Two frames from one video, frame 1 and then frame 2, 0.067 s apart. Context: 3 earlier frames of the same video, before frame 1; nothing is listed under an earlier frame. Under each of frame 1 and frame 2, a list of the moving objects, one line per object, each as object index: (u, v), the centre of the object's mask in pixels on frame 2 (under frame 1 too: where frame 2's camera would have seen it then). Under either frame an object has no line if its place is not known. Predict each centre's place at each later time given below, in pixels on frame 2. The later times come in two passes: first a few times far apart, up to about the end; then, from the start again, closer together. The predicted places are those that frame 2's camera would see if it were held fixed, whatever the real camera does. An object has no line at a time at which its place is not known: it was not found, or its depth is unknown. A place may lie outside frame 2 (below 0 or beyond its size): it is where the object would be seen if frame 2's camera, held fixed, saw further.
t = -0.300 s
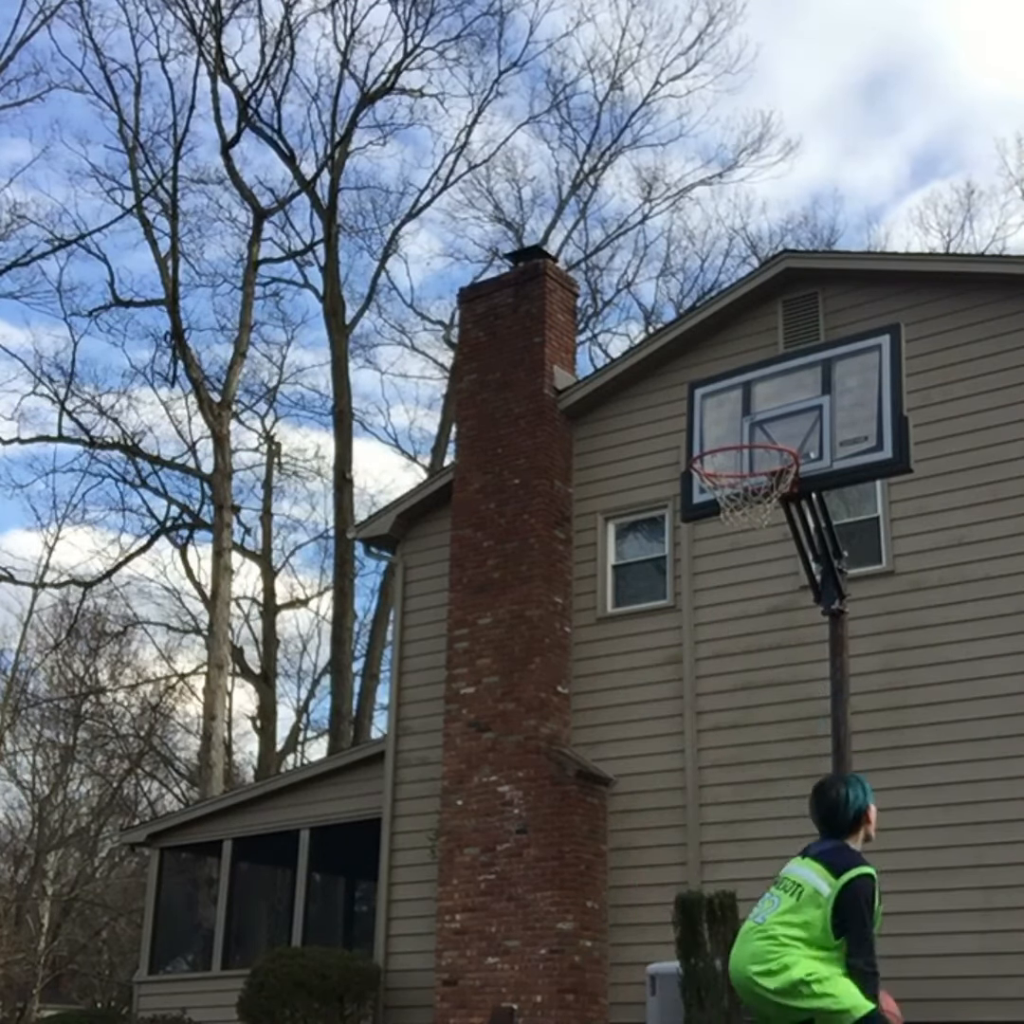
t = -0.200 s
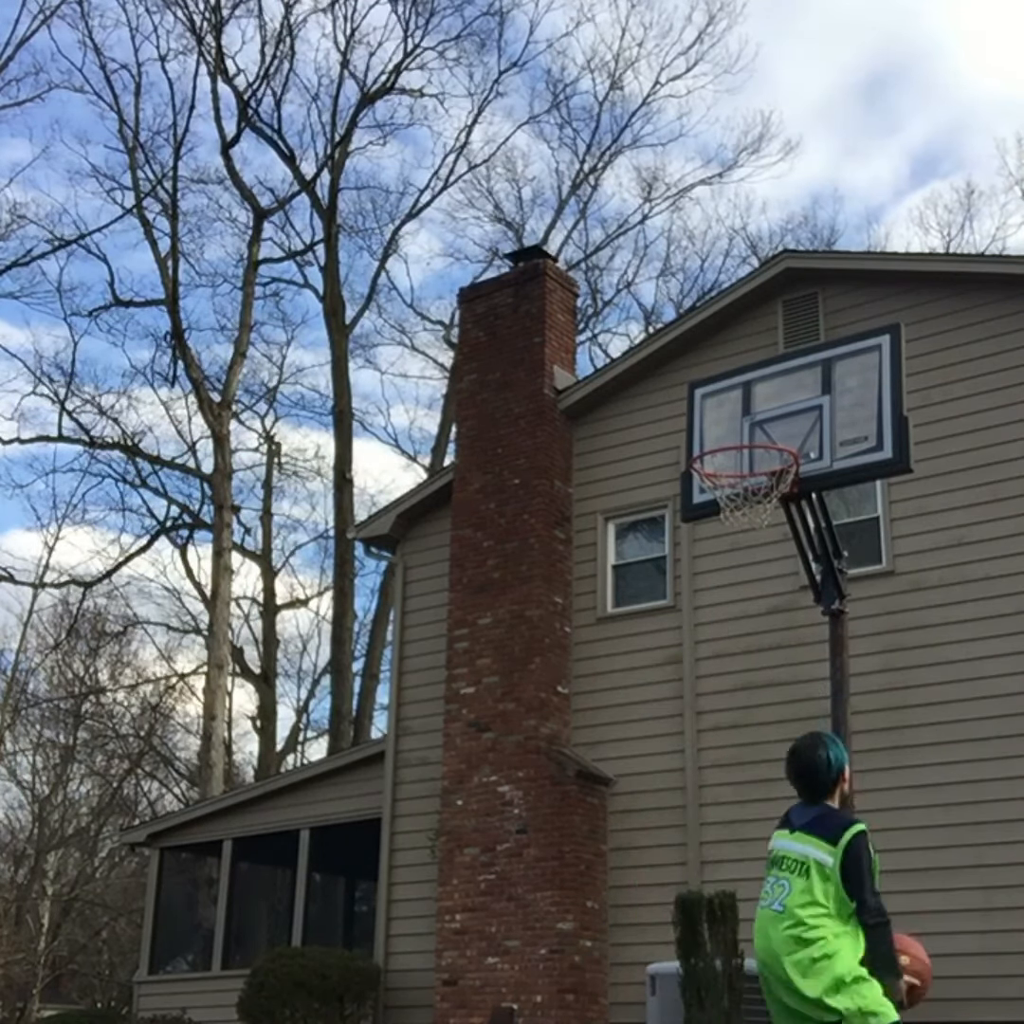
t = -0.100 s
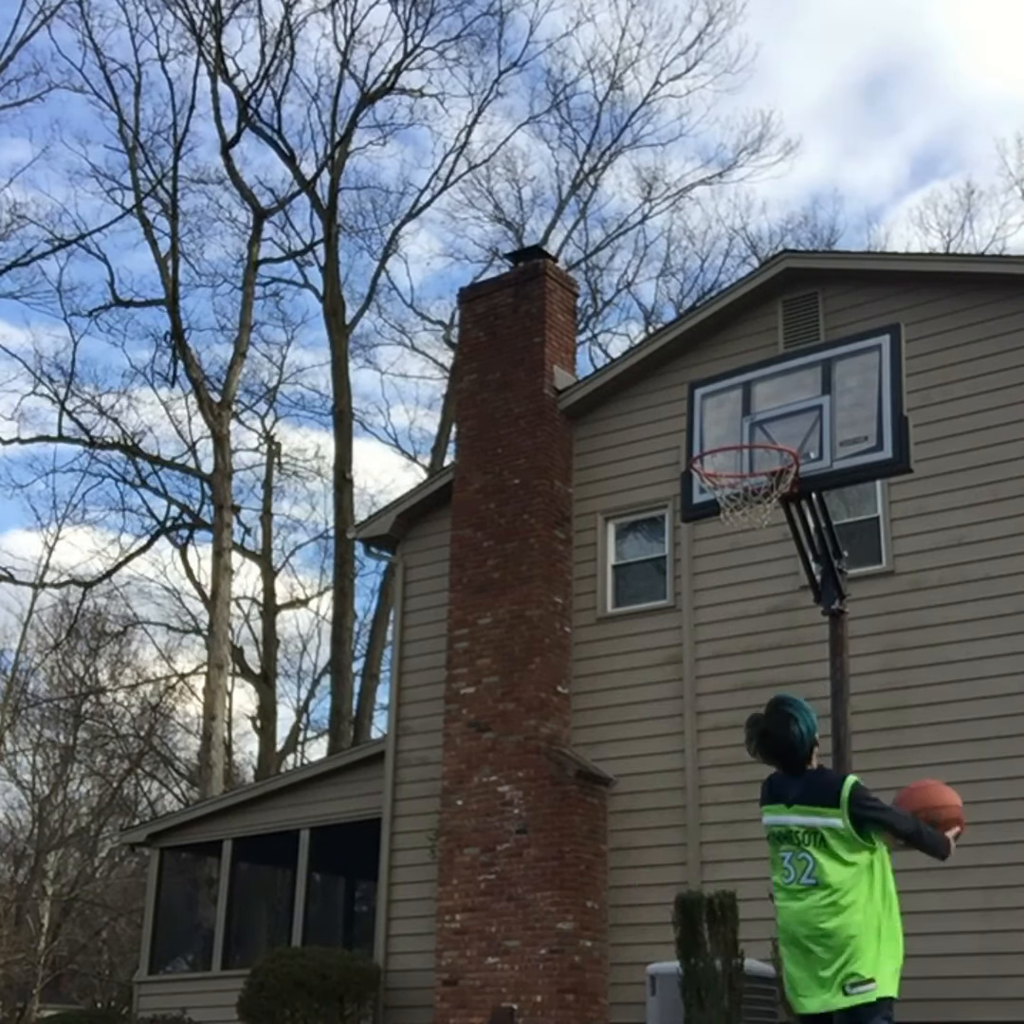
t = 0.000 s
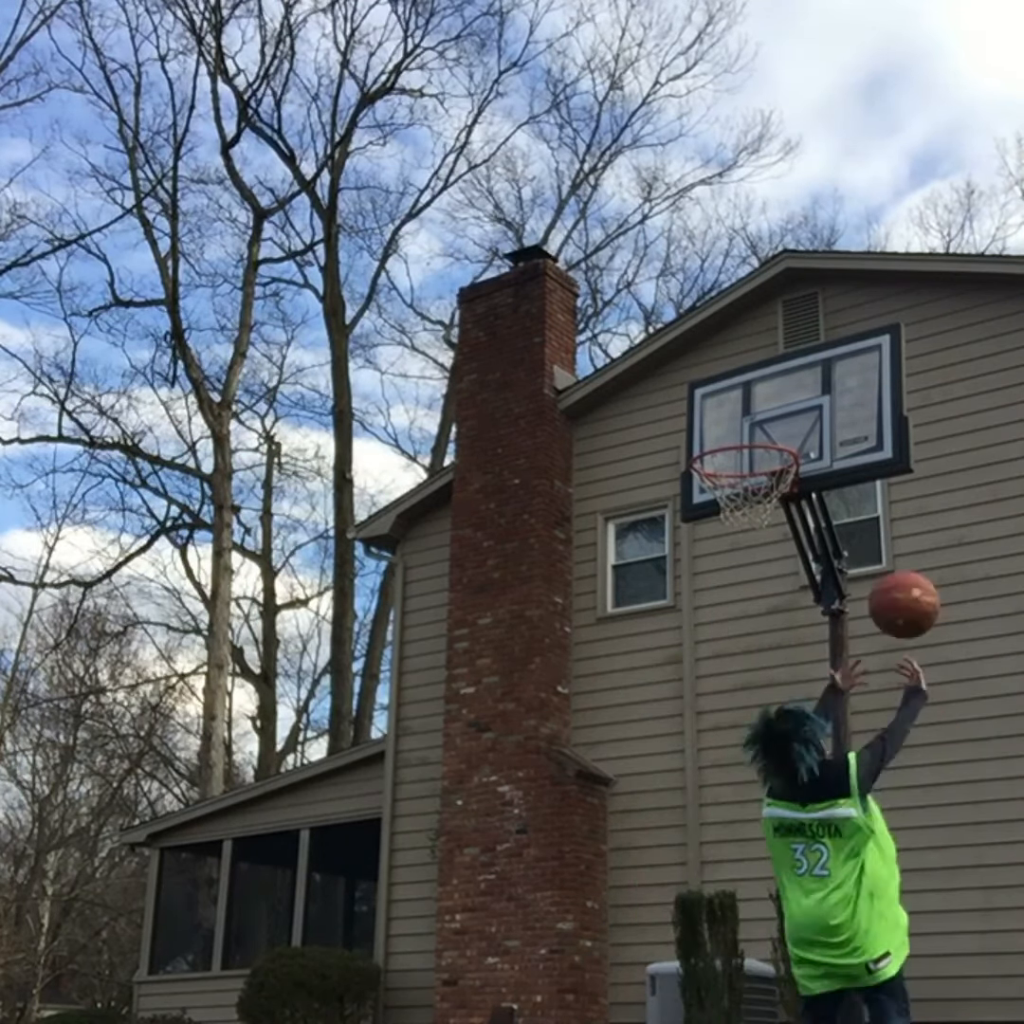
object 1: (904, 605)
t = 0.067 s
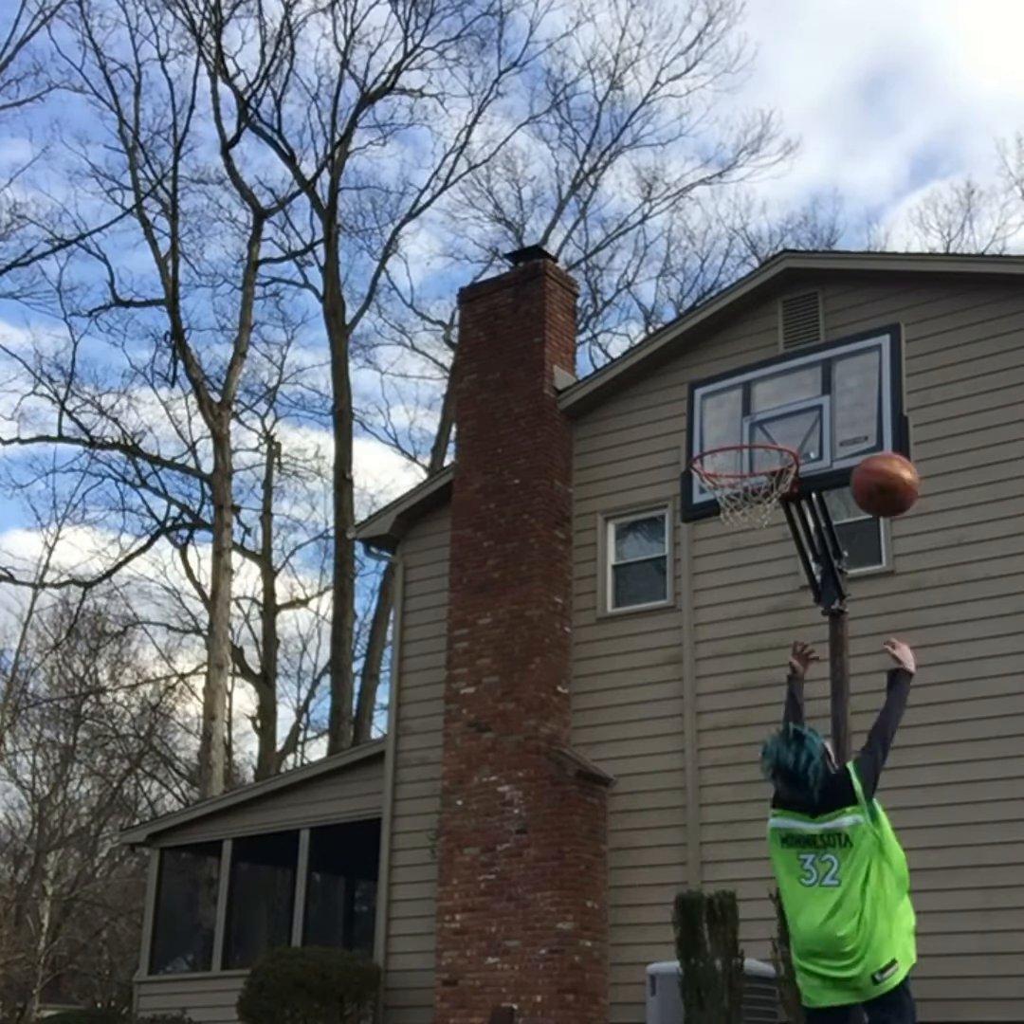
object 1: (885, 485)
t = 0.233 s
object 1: (843, 257)
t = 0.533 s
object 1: (782, 44)
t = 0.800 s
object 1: (738, 24)
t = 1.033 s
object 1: (704, 125)
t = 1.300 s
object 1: (667, 401)
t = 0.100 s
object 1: (877, 431)
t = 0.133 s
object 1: (867, 382)
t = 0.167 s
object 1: (859, 337)
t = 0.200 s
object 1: (851, 295)
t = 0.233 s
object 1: (843, 257)
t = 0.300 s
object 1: (828, 190)
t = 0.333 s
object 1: (821, 161)
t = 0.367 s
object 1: (815, 135)
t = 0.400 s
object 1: (808, 112)
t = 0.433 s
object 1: (801, 91)
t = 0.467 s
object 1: (795, 73)
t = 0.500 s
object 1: (788, 57)
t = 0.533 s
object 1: (782, 44)
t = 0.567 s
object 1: (776, 33)
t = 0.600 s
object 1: (770, 26)
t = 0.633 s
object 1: (764, 22)
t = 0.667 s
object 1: (759, 20)
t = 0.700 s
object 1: (753, 19)
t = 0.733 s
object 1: (748, 19)
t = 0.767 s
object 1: (743, 21)
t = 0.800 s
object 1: (738, 24)
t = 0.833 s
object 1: (733, 29)
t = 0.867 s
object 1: (728, 39)
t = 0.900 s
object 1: (723, 51)
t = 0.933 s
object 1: (719, 66)
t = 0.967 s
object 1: (714, 83)
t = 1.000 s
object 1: (709, 102)
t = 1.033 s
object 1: (704, 125)
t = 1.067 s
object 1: (700, 149)
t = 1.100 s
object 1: (695, 176)
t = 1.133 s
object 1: (690, 206)
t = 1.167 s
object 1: (685, 240)
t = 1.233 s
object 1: (675, 315)
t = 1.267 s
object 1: (671, 356)
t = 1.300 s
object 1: (667, 401)
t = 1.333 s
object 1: (661, 450)
